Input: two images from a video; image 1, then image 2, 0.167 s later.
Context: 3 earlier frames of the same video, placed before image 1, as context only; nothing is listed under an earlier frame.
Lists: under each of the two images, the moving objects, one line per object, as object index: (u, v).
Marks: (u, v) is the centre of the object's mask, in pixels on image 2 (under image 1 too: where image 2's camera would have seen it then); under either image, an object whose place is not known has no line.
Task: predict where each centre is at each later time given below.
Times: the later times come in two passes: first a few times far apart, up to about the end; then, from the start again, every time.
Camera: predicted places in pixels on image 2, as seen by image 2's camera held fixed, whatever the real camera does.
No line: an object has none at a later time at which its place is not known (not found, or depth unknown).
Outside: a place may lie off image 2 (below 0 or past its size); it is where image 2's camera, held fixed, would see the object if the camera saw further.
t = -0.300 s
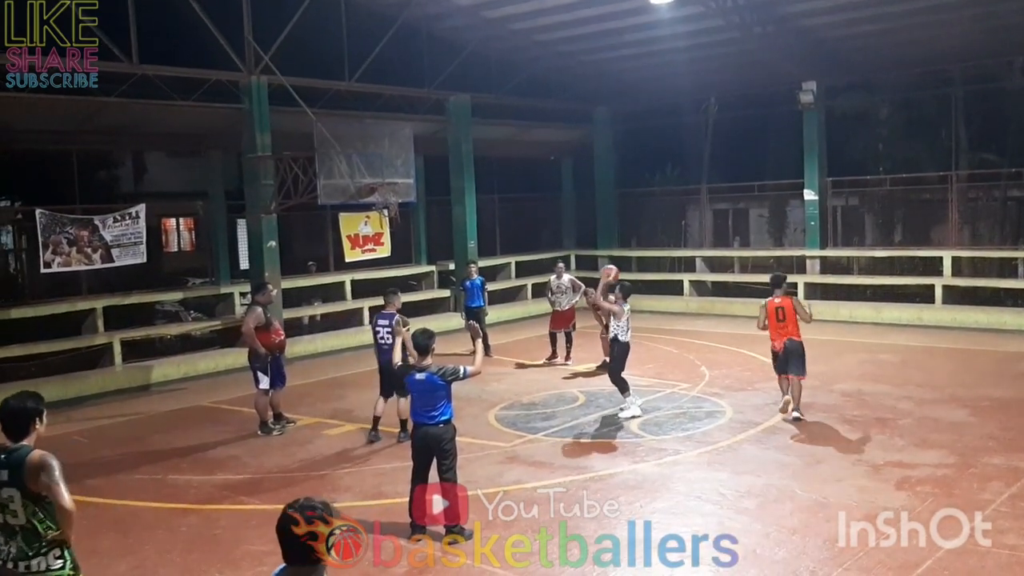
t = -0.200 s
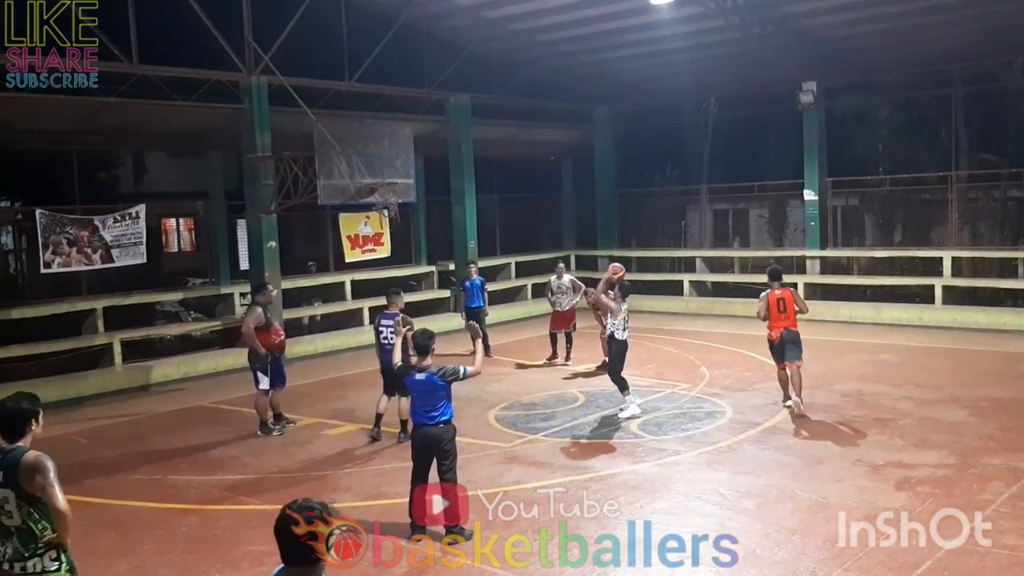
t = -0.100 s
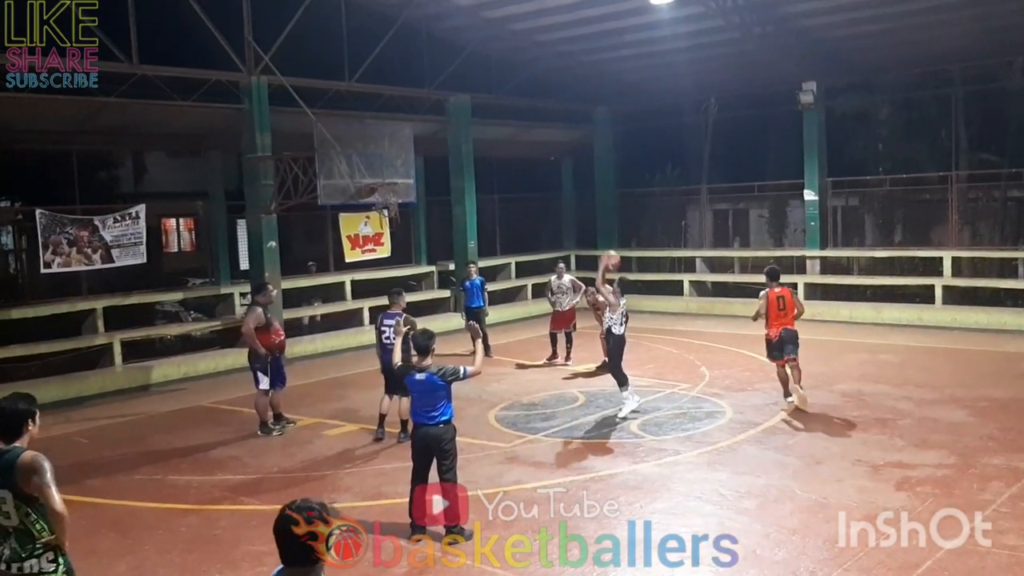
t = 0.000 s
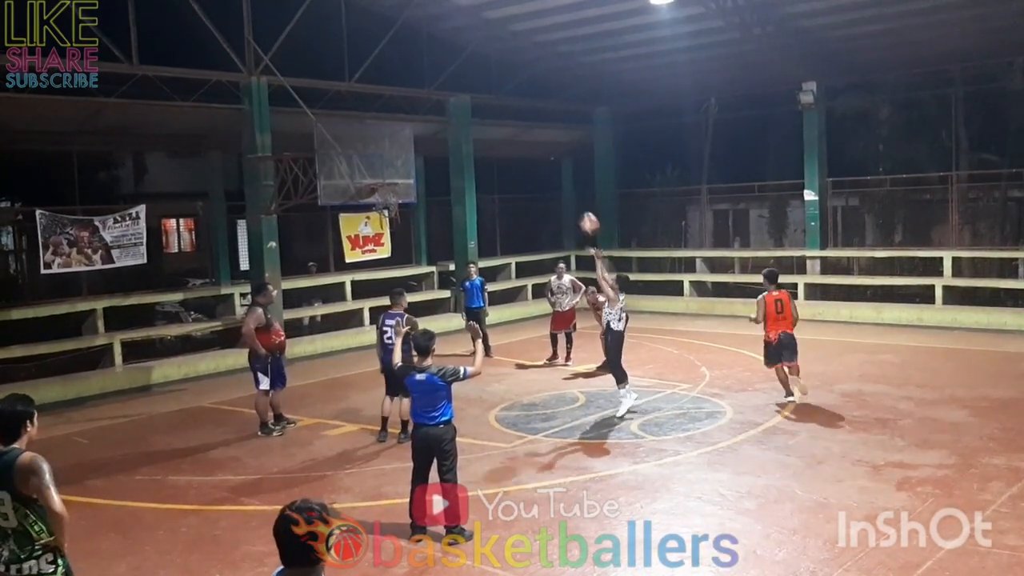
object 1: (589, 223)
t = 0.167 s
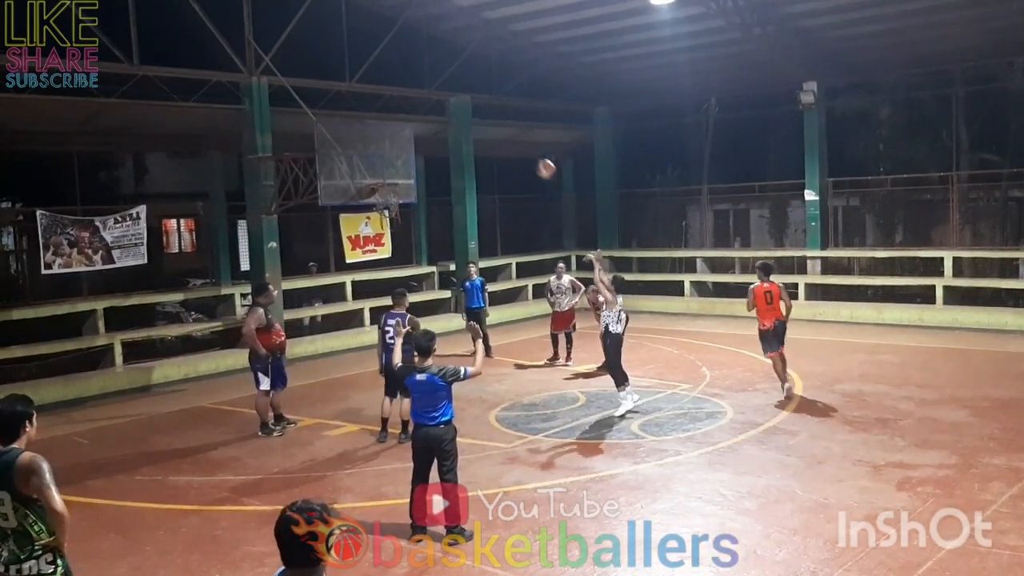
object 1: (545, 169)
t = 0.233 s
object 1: (529, 154)
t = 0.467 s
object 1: (476, 128)
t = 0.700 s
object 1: (429, 140)
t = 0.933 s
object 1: (389, 180)
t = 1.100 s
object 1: (386, 213)
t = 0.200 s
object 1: (538, 161)
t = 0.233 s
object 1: (529, 154)
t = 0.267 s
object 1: (521, 148)
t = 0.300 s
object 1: (513, 142)
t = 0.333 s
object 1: (505, 137)
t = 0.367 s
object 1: (498, 133)
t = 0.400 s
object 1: (490, 131)
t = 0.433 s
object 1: (483, 128)
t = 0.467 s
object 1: (476, 128)
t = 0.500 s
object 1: (469, 128)
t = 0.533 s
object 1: (462, 129)
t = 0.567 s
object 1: (455, 128)
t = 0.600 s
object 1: (449, 131)
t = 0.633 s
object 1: (442, 133)
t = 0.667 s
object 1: (436, 136)
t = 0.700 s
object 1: (429, 140)
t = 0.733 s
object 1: (423, 145)
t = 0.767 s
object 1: (418, 149)
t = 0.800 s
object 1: (414, 156)
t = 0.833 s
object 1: (408, 161)
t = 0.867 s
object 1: (401, 170)
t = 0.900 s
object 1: (394, 175)
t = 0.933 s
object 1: (389, 180)
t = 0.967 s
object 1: (389, 186)
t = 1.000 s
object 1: (385, 190)
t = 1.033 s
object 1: (387, 198)
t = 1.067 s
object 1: (388, 206)
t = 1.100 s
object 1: (386, 213)
